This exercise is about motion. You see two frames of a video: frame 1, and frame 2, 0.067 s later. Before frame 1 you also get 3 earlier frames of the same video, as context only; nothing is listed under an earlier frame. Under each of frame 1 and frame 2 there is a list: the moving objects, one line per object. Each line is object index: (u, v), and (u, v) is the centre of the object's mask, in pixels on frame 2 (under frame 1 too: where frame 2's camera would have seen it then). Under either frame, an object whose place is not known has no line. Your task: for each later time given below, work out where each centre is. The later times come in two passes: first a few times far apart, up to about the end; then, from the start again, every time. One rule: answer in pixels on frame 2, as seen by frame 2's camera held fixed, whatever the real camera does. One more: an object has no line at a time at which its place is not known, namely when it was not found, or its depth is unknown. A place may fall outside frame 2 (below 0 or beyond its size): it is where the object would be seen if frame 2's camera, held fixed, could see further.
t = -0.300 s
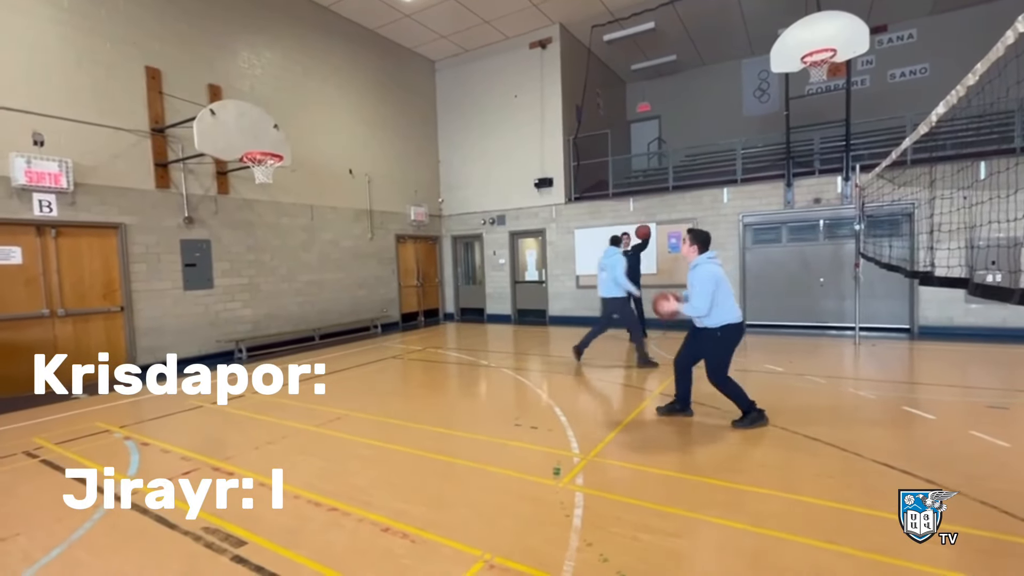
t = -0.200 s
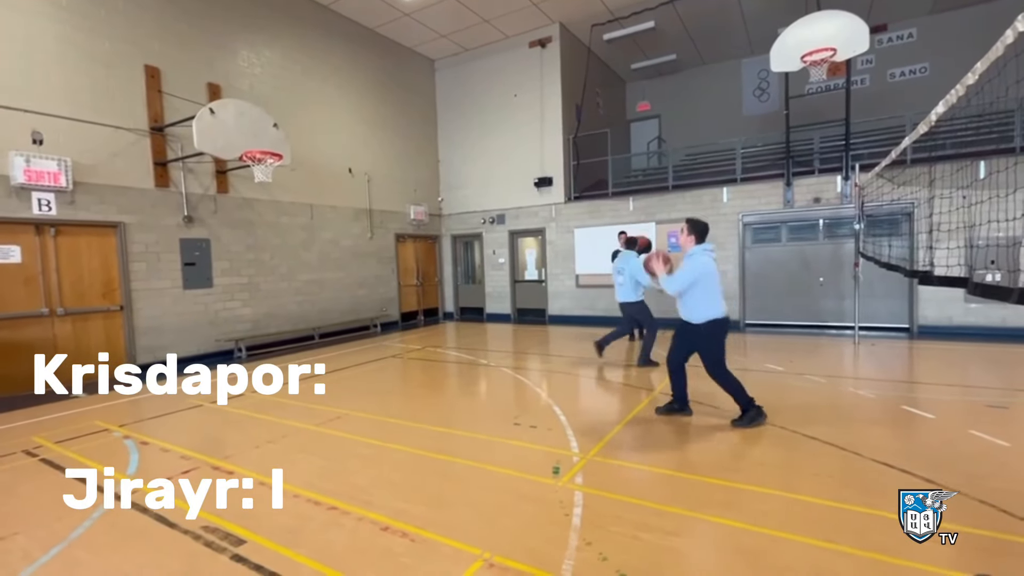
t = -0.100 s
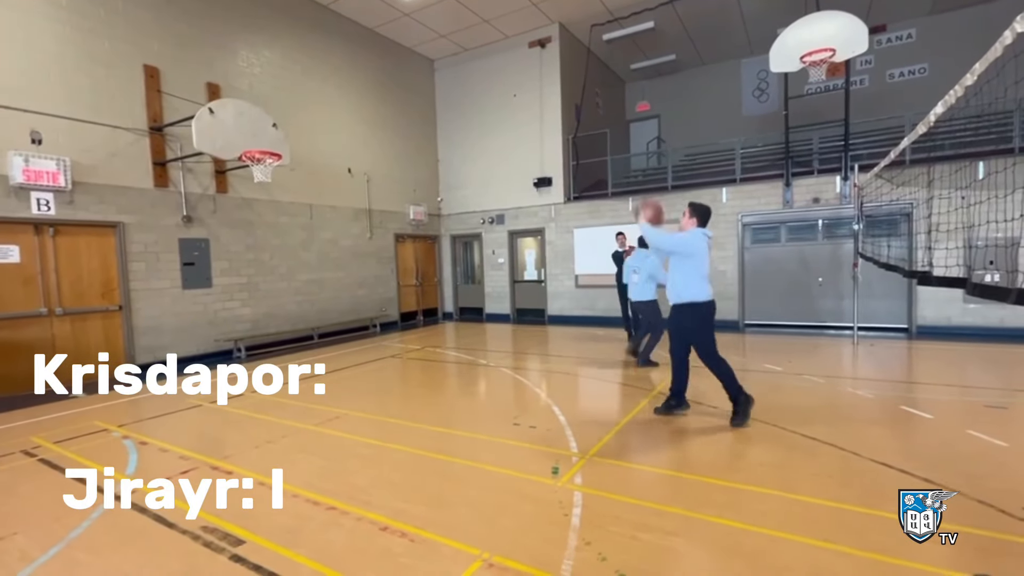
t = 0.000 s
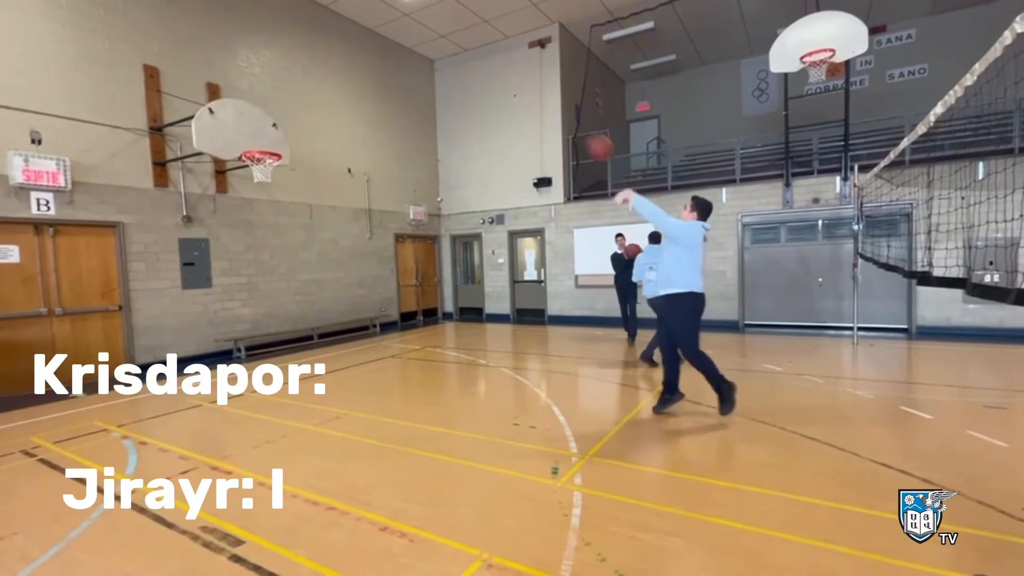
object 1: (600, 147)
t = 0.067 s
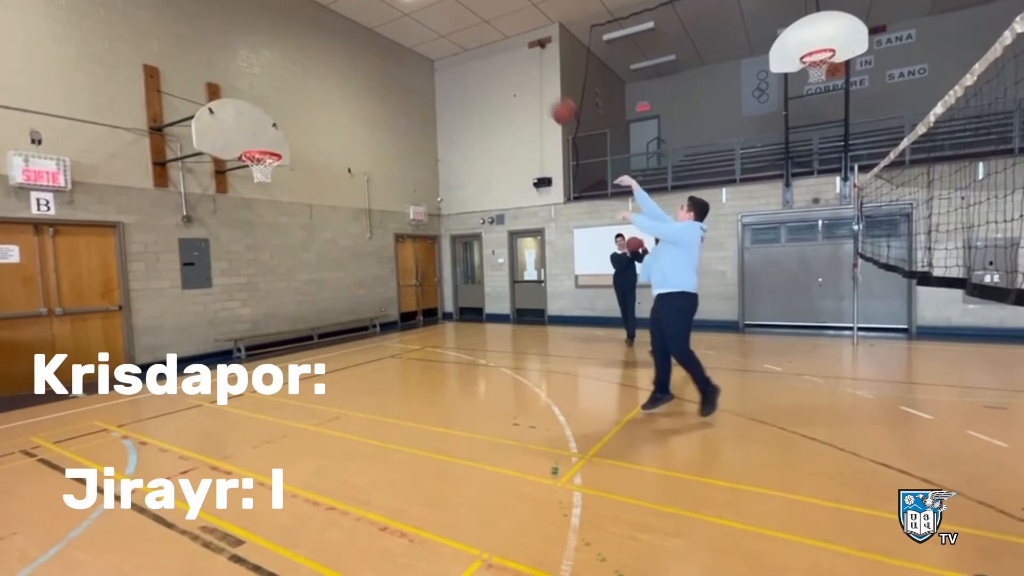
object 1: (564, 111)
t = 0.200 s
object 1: (503, 59)
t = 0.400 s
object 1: (425, 22)
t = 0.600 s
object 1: (362, 24)
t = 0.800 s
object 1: (311, 57)
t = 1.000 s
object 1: (270, 111)
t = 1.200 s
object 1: (296, 153)
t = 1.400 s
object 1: (347, 192)
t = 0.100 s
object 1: (547, 96)
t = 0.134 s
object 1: (532, 82)
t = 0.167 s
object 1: (517, 70)
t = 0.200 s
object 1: (503, 59)
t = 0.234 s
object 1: (489, 49)
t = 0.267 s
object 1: (474, 41)
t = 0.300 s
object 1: (461, 34)
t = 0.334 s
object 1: (449, 29)
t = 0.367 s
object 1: (437, 25)
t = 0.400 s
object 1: (425, 22)
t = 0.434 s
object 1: (413, 21)
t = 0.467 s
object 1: (402, 20)
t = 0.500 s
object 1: (391, 19)
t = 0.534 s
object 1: (381, 20)
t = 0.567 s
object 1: (371, 22)
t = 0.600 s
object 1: (362, 24)
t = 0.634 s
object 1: (353, 28)
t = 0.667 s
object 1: (345, 32)
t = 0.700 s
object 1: (336, 37)
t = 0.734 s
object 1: (327, 43)
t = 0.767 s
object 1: (319, 49)
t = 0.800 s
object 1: (311, 57)
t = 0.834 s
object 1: (304, 64)
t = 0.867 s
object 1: (297, 73)
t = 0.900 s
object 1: (290, 81)
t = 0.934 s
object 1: (283, 91)
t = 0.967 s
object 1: (276, 101)
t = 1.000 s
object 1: (270, 111)
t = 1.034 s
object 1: (265, 122)
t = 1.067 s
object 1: (267, 129)
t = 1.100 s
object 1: (274, 135)
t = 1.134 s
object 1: (281, 142)
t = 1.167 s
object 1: (287, 149)
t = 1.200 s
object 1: (296, 153)
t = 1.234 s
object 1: (304, 157)
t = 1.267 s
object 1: (312, 163)
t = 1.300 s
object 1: (321, 169)
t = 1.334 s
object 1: (329, 176)
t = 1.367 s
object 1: (338, 184)
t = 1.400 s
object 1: (347, 192)
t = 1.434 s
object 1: (356, 202)
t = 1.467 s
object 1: (365, 213)
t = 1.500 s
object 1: (373, 224)
